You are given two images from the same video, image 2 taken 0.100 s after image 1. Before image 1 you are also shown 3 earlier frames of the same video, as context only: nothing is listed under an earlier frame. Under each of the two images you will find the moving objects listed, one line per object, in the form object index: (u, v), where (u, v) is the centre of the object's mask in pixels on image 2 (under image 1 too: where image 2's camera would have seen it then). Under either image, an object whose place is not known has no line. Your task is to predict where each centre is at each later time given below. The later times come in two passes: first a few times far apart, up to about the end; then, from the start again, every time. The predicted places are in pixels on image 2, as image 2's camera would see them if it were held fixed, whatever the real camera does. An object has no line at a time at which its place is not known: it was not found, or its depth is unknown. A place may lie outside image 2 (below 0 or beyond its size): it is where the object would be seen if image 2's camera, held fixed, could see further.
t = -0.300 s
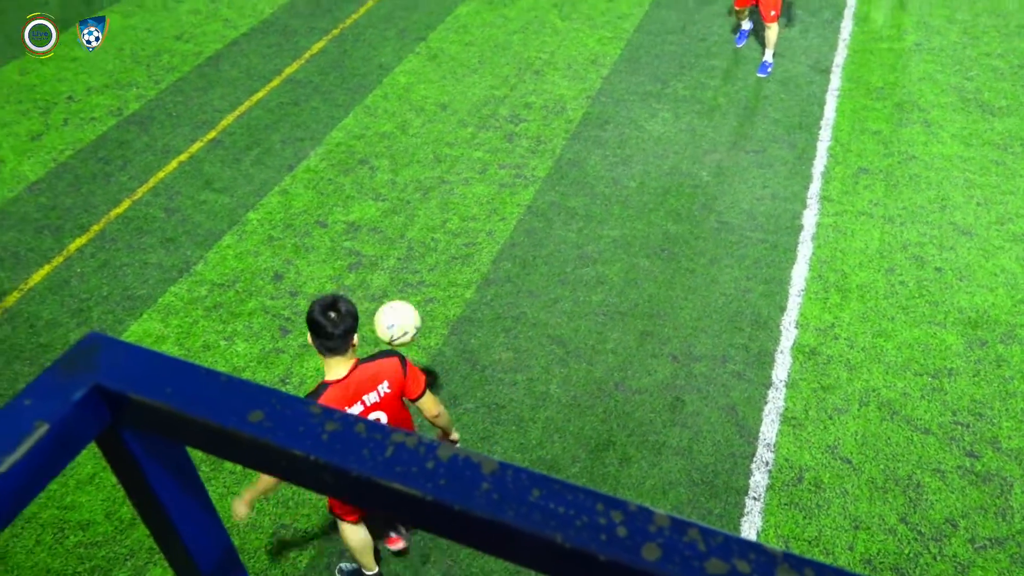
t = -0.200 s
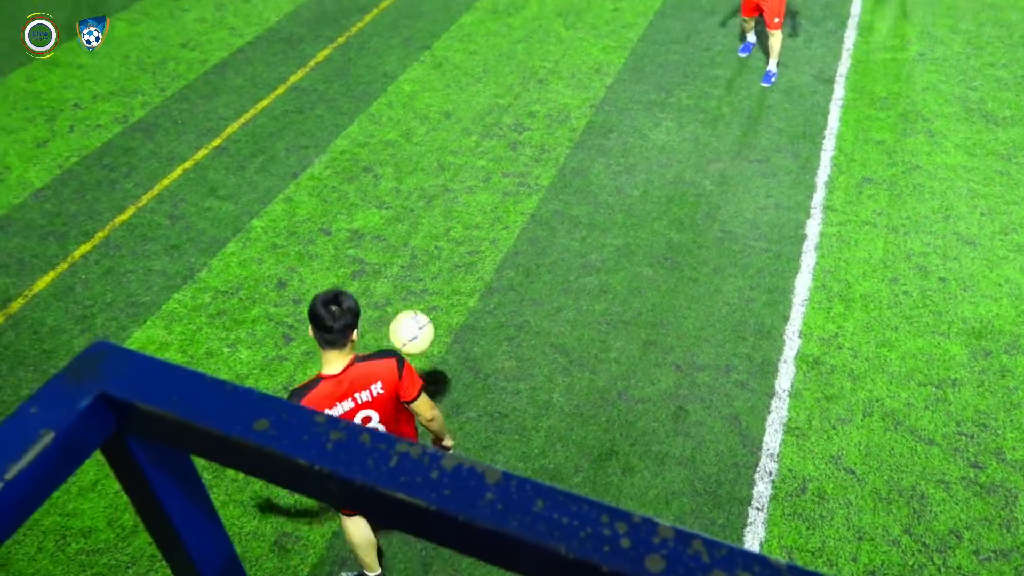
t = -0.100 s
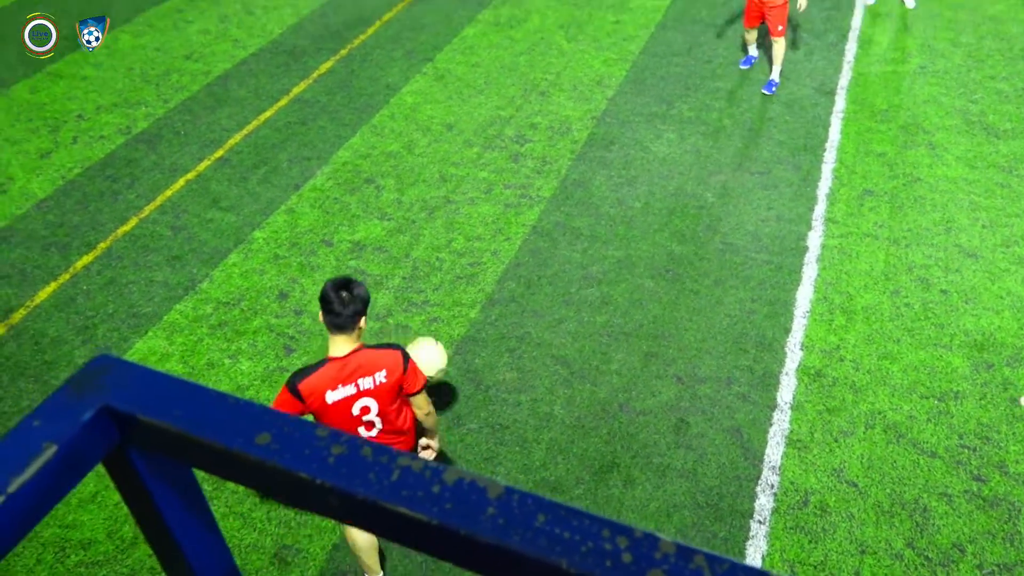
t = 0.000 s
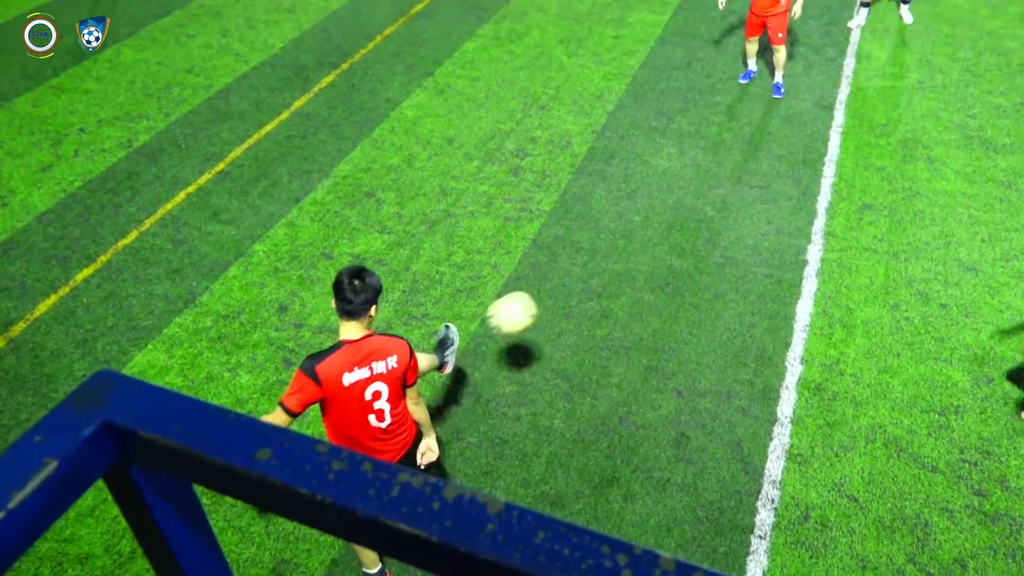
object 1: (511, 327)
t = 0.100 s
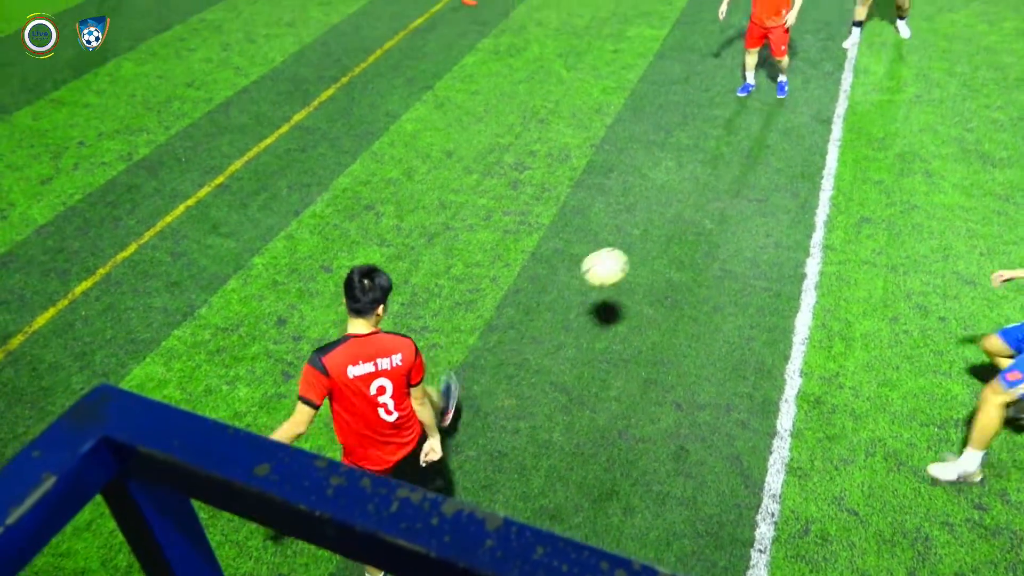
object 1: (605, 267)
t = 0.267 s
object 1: (734, 211)
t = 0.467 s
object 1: (846, 198)
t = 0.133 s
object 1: (633, 252)
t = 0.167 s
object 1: (661, 239)
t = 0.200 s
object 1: (687, 228)
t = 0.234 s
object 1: (711, 219)
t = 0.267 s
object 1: (734, 211)
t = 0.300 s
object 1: (756, 206)
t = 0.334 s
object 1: (777, 202)
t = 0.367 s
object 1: (796, 200)
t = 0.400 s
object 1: (814, 200)
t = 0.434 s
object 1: (831, 200)
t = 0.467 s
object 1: (846, 198)
